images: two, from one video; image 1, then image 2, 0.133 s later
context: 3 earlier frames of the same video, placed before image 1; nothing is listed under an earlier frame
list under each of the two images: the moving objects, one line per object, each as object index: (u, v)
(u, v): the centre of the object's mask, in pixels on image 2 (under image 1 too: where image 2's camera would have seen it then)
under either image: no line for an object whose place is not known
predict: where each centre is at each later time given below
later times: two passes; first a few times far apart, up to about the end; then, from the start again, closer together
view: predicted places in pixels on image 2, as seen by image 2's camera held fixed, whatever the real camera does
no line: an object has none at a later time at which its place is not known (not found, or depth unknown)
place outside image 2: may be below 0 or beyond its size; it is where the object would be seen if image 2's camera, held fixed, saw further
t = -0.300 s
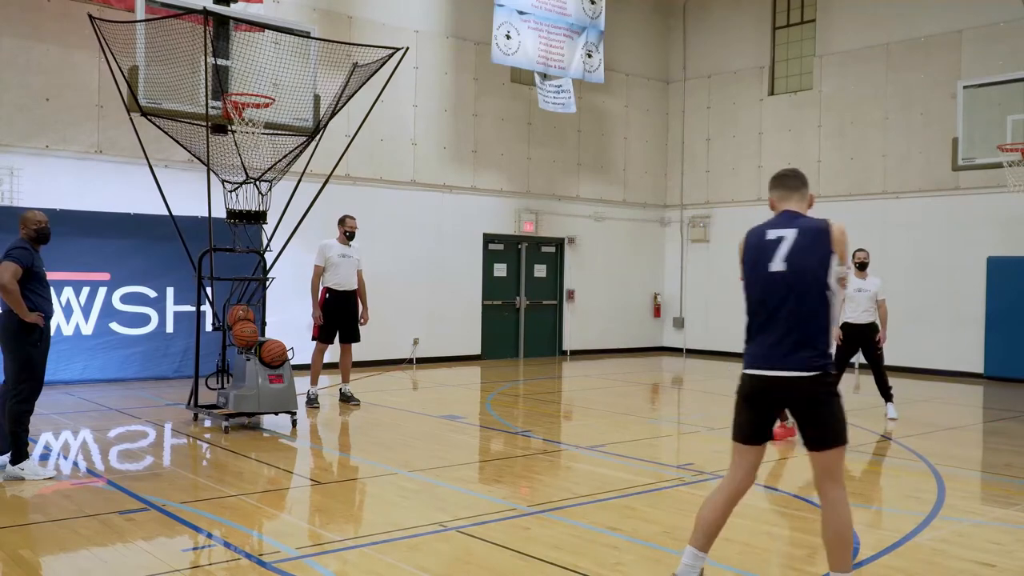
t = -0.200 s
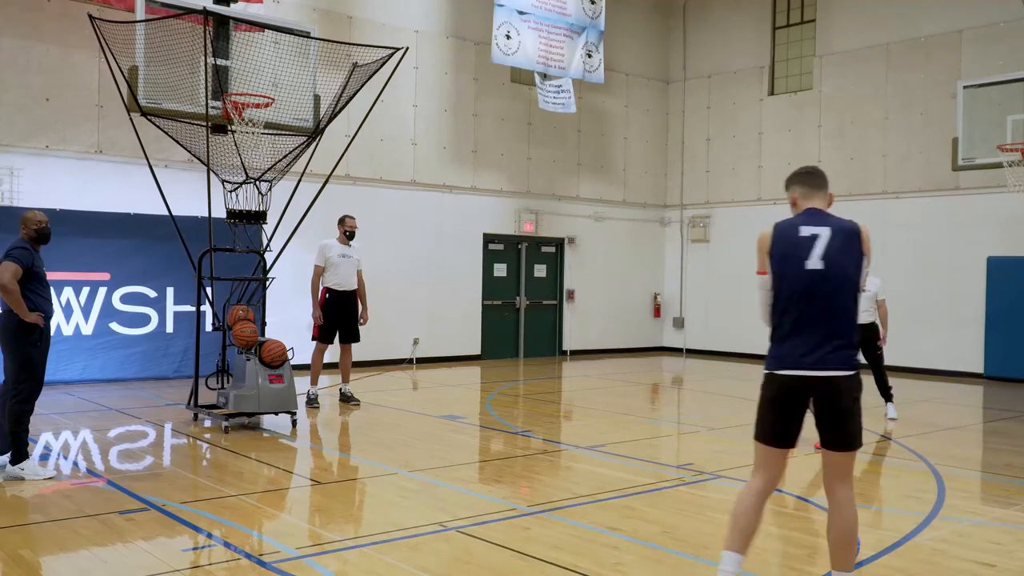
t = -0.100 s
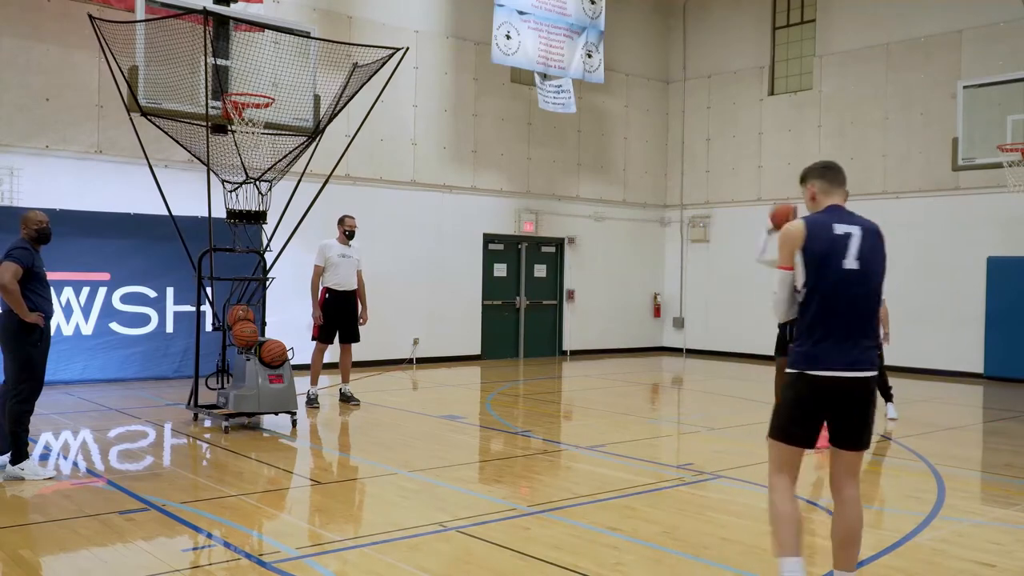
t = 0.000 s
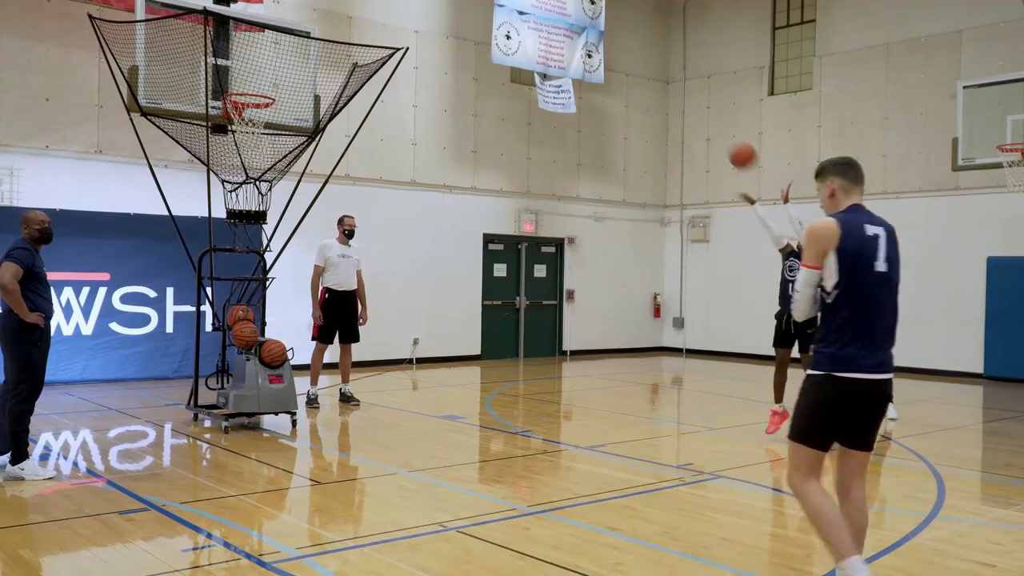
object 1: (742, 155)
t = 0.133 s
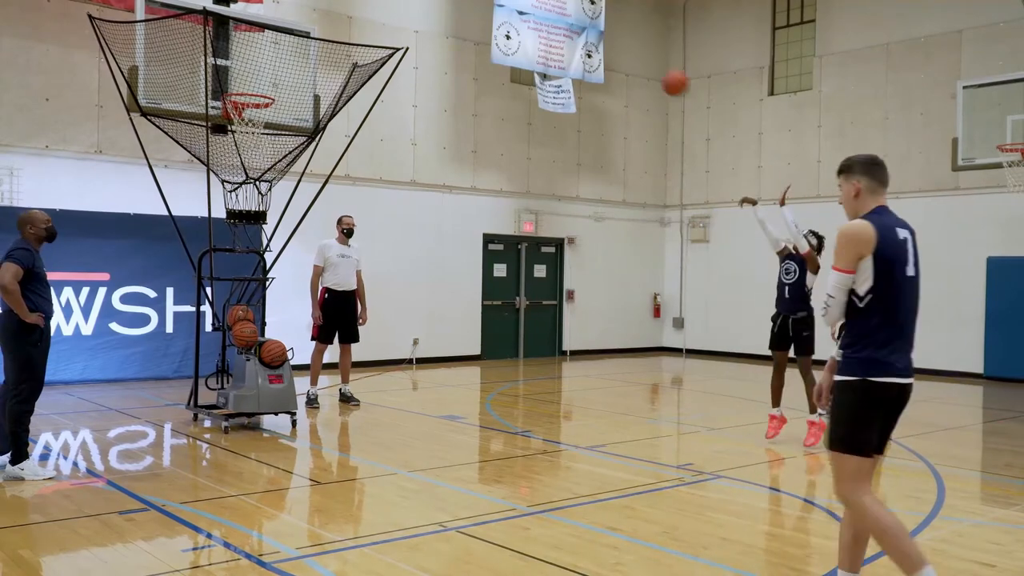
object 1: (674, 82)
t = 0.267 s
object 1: (609, 29)
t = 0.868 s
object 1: (318, 24)
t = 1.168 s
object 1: (249, 114)
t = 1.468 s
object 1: (269, 147)
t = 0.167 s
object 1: (658, 66)
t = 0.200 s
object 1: (641, 53)
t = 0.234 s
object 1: (625, 40)
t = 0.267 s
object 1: (609, 29)
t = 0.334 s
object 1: (575, 10)
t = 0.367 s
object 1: (558, 6)
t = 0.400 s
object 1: (541, 3)
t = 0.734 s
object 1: (380, 3)
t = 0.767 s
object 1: (364, 5)
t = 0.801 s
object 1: (348, 8)
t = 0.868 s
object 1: (318, 24)
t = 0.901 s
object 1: (302, 35)
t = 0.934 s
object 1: (285, 48)
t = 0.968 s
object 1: (270, 61)
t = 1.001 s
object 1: (255, 76)
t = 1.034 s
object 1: (239, 91)
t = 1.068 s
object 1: (239, 98)
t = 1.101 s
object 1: (242, 107)
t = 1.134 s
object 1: (245, 110)
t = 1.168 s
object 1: (249, 114)
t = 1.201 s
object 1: (262, 121)
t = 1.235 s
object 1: (264, 126)
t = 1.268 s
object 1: (266, 127)
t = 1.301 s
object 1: (269, 129)
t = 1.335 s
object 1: (269, 131)
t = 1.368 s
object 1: (270, 135)
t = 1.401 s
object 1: (269, 136)
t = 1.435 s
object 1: (269, 141)
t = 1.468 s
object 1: (269, 147)
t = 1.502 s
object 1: (268, 154)
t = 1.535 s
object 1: (268, 163)
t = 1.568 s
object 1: (267, 171)
